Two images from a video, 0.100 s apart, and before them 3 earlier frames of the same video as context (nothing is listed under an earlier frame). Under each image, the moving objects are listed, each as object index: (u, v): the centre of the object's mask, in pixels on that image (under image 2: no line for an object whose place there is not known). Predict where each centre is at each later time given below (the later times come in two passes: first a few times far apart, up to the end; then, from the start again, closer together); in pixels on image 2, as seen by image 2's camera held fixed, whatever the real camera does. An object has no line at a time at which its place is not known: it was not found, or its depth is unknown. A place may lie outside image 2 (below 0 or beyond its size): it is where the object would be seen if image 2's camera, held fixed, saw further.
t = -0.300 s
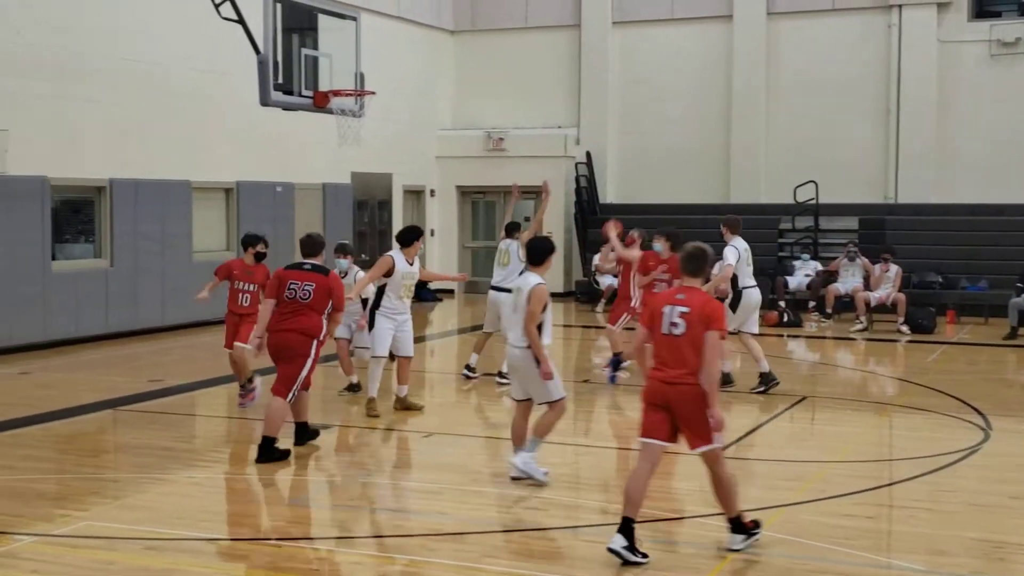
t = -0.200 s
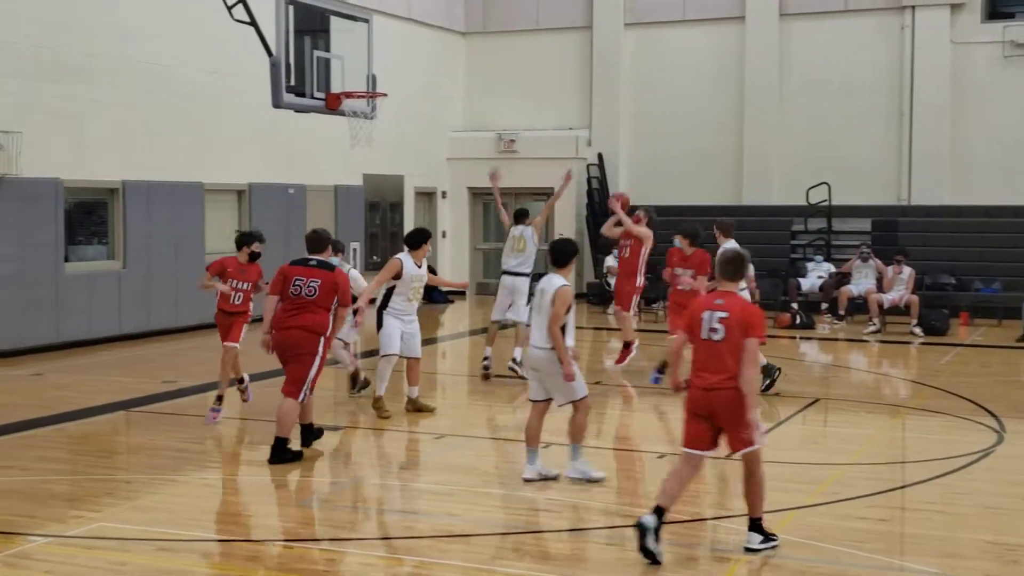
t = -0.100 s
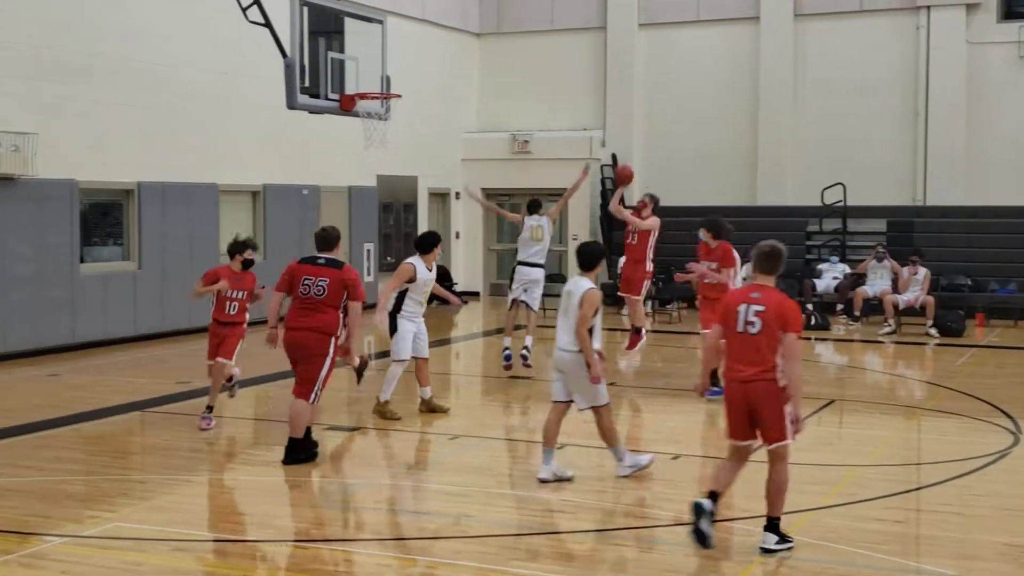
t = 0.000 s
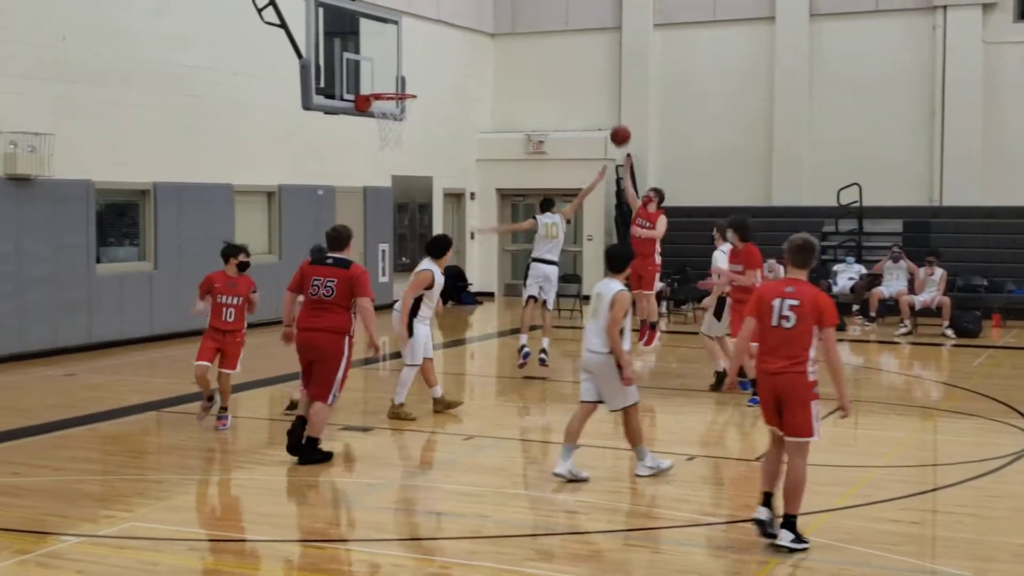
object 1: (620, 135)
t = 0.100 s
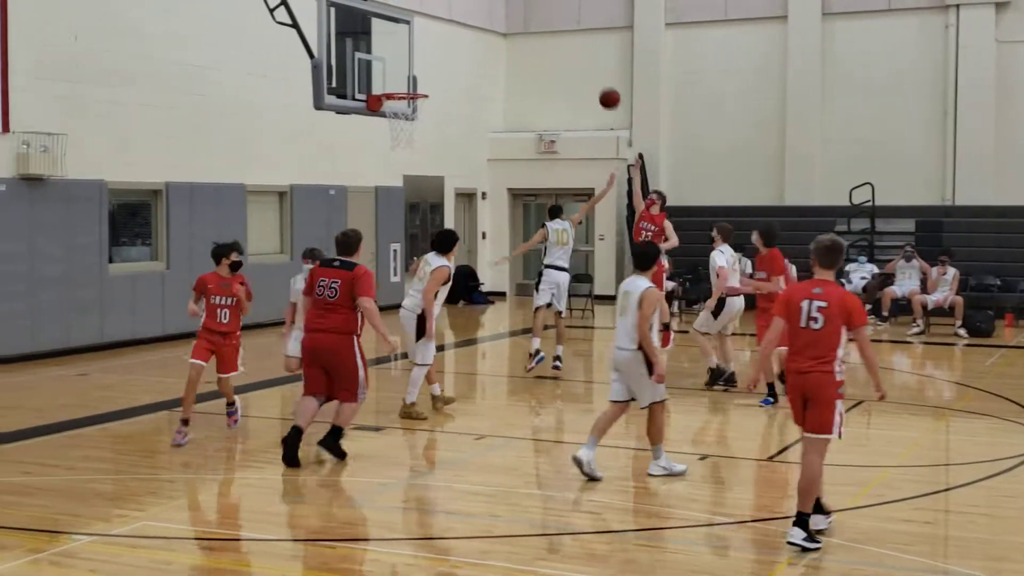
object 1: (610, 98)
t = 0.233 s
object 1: (580, 62)
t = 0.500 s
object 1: (517, 36)
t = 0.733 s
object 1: (458, 68)
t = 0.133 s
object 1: (602, 88)
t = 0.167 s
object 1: (595, 78)
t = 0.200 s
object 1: (587, 70)
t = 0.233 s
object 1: (580, 62)
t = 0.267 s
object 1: (572, 56)
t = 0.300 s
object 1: (564, 50)
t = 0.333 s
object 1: (556, 46)
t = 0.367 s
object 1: (549, 41)
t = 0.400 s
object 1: (541, 39)
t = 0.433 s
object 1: (532, 37)
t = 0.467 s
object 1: (525, 36)
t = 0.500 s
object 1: (517, 36)
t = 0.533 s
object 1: (509, 38)
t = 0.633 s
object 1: (483, 48)
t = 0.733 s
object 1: (458, 68)
